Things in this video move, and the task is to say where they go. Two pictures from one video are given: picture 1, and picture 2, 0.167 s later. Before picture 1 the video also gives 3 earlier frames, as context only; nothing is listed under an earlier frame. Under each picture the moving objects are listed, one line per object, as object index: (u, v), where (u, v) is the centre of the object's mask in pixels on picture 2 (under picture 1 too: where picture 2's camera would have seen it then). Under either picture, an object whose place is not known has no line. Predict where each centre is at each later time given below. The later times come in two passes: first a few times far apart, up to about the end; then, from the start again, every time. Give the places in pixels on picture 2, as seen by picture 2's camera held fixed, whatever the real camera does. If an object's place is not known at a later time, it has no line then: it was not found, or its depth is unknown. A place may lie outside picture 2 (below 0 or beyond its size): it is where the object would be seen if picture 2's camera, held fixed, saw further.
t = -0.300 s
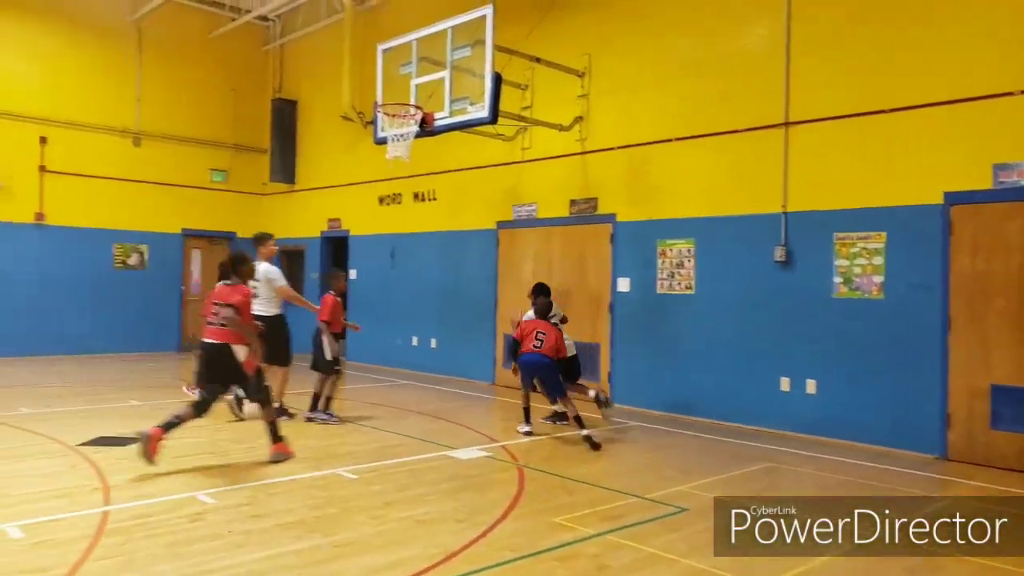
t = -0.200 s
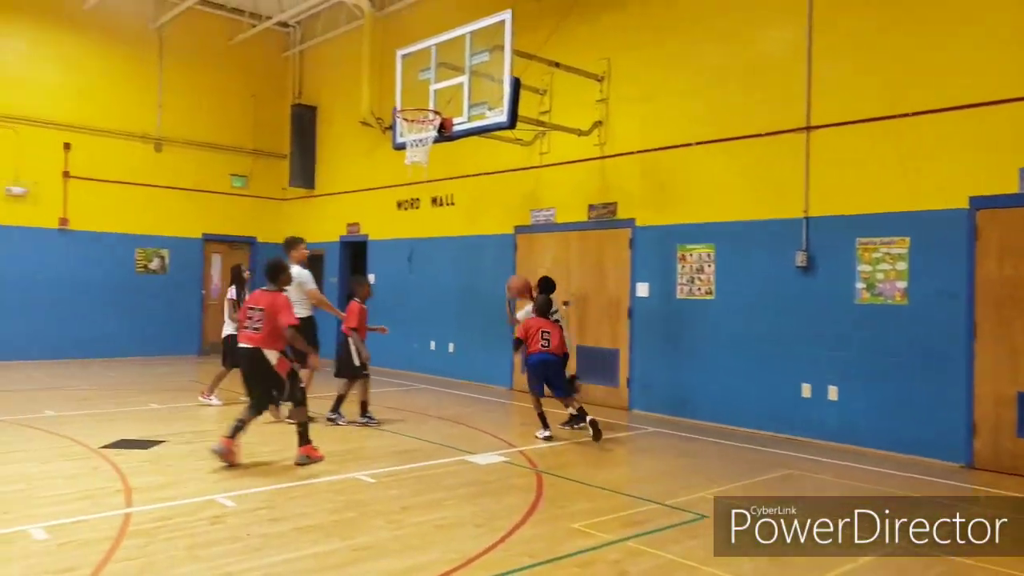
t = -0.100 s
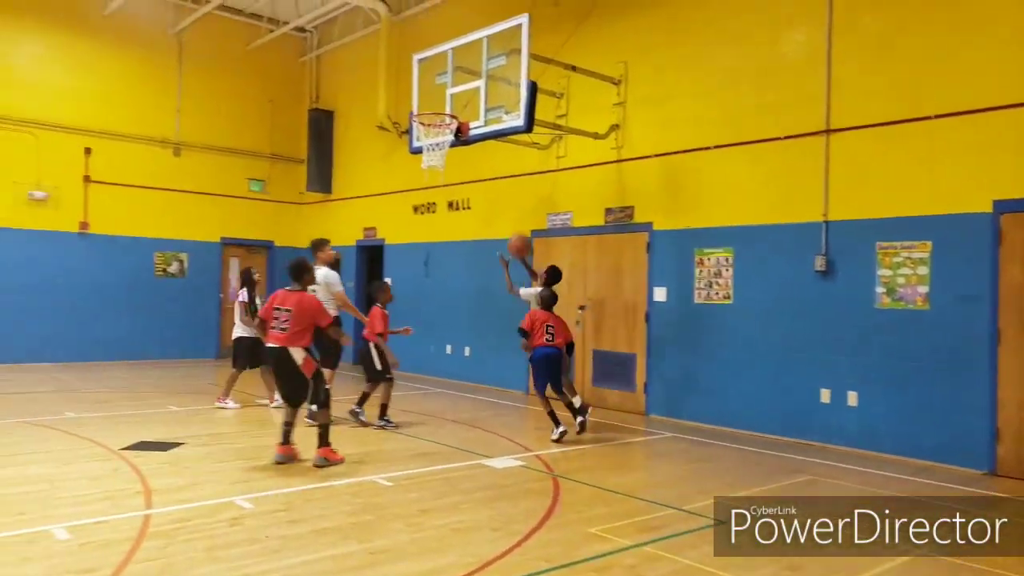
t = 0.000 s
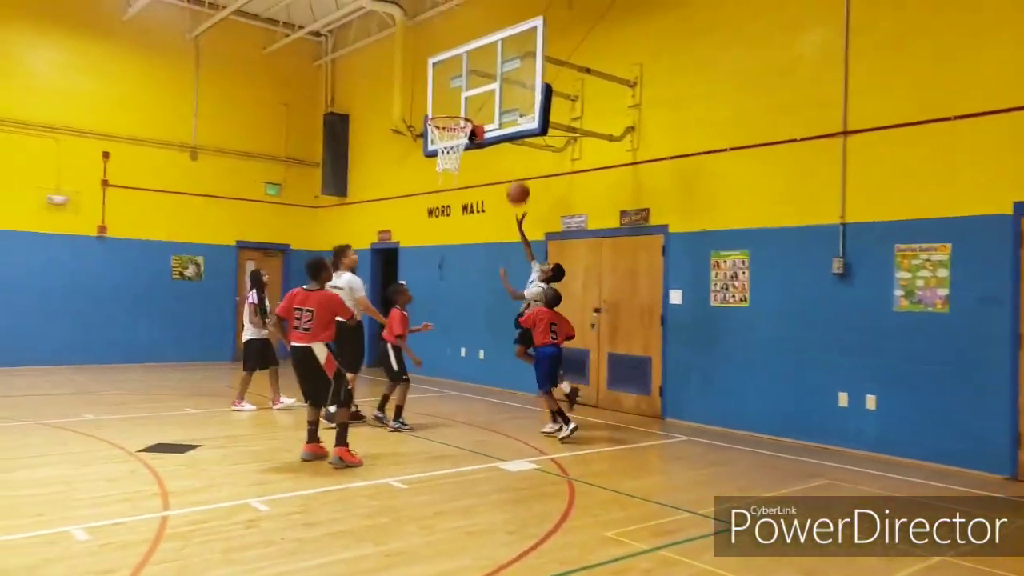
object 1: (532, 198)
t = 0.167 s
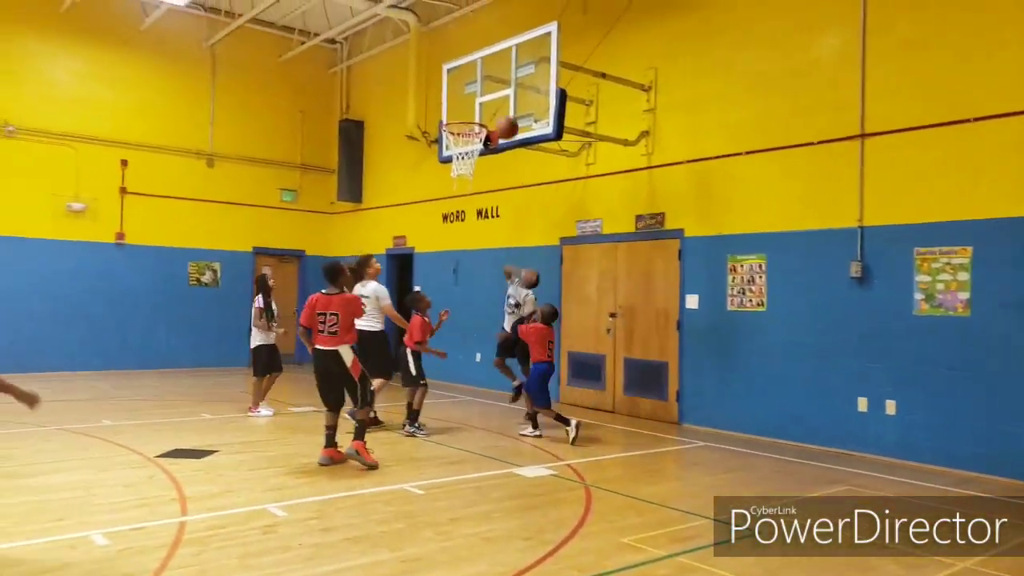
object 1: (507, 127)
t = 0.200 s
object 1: (501, 117)
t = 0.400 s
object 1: (469, 76)
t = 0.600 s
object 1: (437, 76)
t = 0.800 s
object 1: (406, 114)
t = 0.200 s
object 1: (501, 117)
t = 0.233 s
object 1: (496, 108)
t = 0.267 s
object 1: (491, 99)
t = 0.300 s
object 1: (485, 92)
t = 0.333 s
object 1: (480, 85)
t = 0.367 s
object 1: (474, 80)
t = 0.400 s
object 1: (469, 76)
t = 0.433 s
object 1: (464, 74)
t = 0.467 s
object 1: (459, 73)
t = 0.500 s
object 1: (453, 71)
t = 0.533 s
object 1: (448, 71)
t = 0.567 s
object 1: (443, 73)
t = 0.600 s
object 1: (437, 76)
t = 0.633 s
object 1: (432, 79)
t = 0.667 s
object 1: (428, 84)
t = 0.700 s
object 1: (422, 90)
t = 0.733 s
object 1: (417, 97)
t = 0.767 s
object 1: (411, 105)
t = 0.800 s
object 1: (406, 114)
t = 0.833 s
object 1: (400, 125)
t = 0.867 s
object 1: (395, 136)
